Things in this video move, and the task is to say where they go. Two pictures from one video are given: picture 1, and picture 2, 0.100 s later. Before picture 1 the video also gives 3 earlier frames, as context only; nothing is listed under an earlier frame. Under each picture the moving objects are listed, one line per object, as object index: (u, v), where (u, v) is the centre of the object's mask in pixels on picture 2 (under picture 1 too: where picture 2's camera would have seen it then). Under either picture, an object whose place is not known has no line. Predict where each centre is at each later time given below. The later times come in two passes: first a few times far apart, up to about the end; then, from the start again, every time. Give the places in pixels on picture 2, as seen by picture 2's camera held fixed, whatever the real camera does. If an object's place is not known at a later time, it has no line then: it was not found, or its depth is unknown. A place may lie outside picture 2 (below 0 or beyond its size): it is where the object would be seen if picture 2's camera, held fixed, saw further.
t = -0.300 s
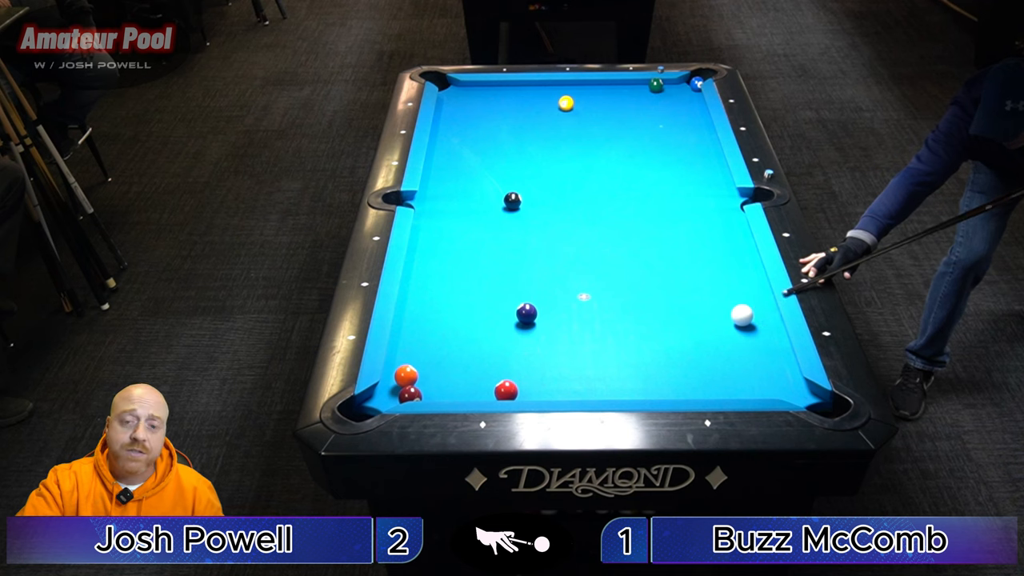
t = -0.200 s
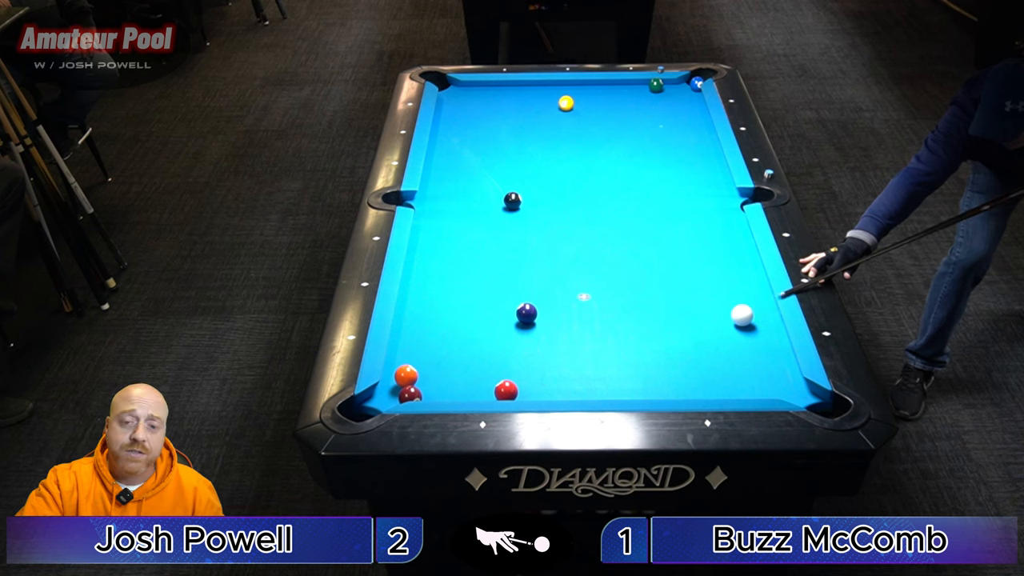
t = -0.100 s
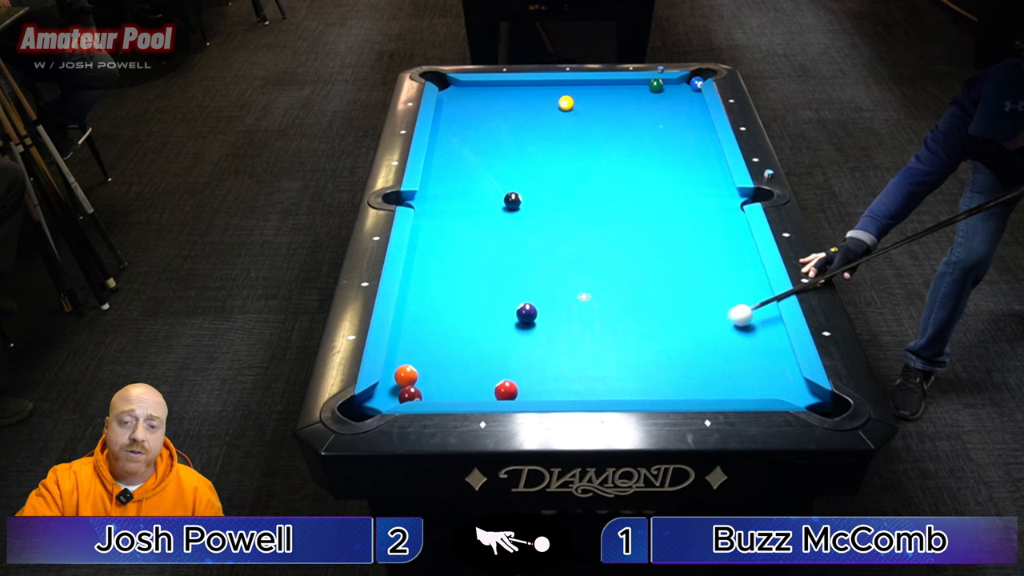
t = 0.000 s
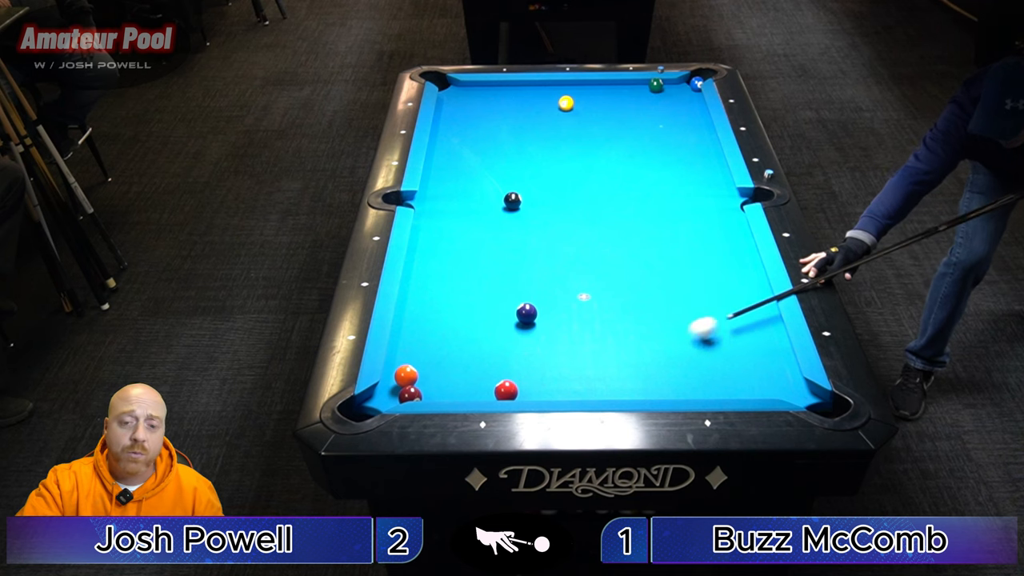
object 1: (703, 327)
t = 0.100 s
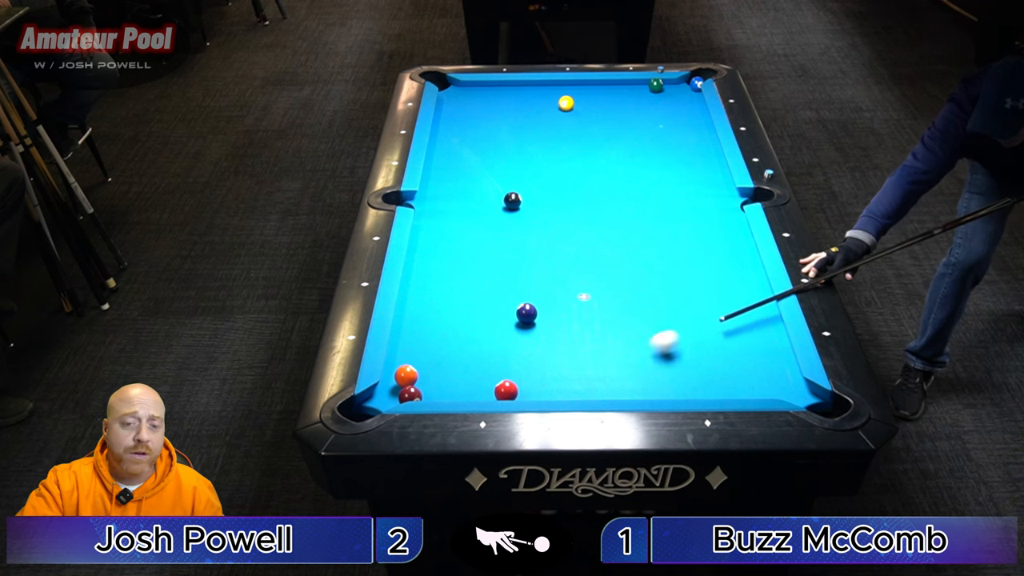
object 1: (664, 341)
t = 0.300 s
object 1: (583, 370)
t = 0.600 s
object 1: (526, 385)
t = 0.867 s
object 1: (516, 366)
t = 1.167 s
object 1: (507, 347)
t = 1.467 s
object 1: (499, 331)
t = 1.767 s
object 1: (492, 317)
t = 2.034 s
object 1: (487, 306)
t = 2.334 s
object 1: (482, 295)
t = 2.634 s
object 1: (478, 286)
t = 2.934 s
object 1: (475, 279)
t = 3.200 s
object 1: (473, 274)
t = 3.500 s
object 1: (470, 269)
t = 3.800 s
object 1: (469, 265)
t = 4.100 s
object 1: (467, 263)
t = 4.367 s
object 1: (467, 263)
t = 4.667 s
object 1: (467, 263)
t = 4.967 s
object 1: (467, 263)
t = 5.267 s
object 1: (467, 263)
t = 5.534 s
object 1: (467, 263)
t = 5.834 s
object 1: (467, 263)
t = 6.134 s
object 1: (467, 263)
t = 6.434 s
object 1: (467, 263)
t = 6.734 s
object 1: (467, 263)
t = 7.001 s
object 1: (467, 263)
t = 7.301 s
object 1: (467, 263)
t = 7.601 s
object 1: (467, 263)
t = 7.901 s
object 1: (467, 263)
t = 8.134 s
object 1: (467, 263)
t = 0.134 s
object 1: (651, 346)
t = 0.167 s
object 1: (638, 351)
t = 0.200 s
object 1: (624, 356)
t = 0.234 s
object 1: (611, 360)
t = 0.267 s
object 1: (597, 365)
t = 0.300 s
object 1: (583, 370)
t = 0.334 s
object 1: (569, 375)
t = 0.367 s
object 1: (554, 380)
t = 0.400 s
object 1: (540, 386)
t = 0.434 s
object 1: (530, 390)
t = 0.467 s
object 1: (529, 392)
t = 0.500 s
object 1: (529, 391)
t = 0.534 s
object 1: (528, 389)
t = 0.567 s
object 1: (527, 387)
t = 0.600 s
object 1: (526, 385)
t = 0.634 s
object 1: (524, 382)
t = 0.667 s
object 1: (523, 380)
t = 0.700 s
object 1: (522, 378)
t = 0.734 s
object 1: (521, 375)
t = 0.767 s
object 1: (520, 373)
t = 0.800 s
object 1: (519, 370)
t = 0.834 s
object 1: (517, 368)
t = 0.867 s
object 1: (516, 366)
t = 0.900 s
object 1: (515, 364)
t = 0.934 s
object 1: (514, 362)
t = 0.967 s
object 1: (513, 360)
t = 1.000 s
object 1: (512, 358)
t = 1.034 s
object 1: (511, 356)
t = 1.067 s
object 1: (510, 353)
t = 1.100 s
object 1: (509, 351)
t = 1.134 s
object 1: (508, 349)
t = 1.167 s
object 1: (507, 347)
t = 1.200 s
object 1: (506, 346)
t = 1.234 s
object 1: (505, 344)
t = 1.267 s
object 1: (504, 342)
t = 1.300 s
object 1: (503, 340)
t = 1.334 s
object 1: (502, 338)
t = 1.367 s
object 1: (501, 336)
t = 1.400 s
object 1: (501, 335)
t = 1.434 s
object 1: (500, 333)
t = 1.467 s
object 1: (499, 331)
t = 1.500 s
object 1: (498, 329)
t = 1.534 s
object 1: (497, 328)
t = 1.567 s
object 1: (497, 326)
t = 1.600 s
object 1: (496, 325)
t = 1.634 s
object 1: (495, 323)
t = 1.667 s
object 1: (494, 321)
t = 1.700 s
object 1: (494, 320)
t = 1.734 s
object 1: (493, 318)
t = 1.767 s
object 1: (492, 317)
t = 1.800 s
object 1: (492, 315)
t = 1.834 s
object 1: (491, 314)
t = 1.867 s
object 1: (490, 313)
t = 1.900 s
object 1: (490, 311)
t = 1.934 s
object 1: (489, 310)
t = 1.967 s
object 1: (489, 309)
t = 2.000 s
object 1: (488, 307)
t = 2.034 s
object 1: (487, 306)
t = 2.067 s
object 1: (487, 305)
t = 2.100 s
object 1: (486, 303)
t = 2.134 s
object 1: (486, 302)
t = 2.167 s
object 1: (485, 301)
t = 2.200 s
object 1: (485, 300)
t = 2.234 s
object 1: (484, 299)
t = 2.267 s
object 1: (484, 297)
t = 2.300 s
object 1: (483, 296)
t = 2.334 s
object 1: (482, 295)
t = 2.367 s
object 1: (482, 294)
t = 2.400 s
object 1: (481, 293)
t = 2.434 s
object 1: (481, 292)
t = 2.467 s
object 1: (480, 291)
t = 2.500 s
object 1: (480, 290)
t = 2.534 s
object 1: (479, 289)
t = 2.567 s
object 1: (479, 288)
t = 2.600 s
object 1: (479, 287)
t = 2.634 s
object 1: (478, 286)
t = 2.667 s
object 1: (478, 285)
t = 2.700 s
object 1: (477, 284)
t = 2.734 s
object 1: (477, 284)
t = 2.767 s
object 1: (477, 283)
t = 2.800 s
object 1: (476, 282)
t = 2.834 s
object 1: (476, 281)
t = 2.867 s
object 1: (476, 280)
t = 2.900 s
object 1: (475, 280)
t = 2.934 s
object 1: (475, 279)
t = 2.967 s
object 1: (475, 278)
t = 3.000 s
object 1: (474, 278)
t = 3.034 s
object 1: (474, 277)
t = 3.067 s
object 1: (474, 276)
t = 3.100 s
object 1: (473, 276)
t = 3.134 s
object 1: (473, 275)
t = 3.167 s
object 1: (473, 274)
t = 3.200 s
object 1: (473, 274)
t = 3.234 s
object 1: (472, 273)
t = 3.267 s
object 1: (472, 272)
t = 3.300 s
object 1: (472, 272)
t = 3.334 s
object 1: (472, 271)
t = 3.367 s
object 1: (471, 271)
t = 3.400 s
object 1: (471, 270)
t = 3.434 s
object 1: (471, 270)
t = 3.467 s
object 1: (471, 269)
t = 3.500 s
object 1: (470, 269)
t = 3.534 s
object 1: (470, 268)
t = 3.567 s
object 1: (470, 268)
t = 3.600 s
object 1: (470, 268)
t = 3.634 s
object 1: (470, 267)
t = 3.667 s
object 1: (469, 267)
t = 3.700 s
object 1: (469, 266)
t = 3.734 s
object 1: (469, 266)
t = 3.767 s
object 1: (469, 266)
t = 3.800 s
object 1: (469, 265)
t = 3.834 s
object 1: (468, 265)
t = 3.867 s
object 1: (468, 265)
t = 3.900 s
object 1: (468, 265)
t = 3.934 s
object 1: (468, 264)
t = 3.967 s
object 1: (468, 264)
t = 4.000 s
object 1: (468, 264)
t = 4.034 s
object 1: (468, 264)
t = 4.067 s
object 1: (467, 263)
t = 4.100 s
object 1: (467, 263)
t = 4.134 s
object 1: (467, 263)
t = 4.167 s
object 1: (467, 263)
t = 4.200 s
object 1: (467, 263)
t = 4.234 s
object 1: (467, 263)
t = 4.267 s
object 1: (467, 263)
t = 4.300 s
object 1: (467, 263)
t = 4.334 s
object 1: (467, 263)
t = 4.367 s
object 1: (467, 263)
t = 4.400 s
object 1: (467, 263)
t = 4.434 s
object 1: (467, 263)
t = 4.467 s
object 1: (467, 263)
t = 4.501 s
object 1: (467, 263)
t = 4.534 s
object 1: (467, 263)
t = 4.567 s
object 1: (467, 263)
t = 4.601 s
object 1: (467, 263)
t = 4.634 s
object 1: (467, 263)
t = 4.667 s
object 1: (467, 263)
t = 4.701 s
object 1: (467, 263)
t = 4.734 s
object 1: (467, 263)
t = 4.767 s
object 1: (467, 263)
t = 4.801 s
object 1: (467, 263)
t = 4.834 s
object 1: (467, 263)
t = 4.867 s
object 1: (467, 263)
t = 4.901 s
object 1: (467, 263)
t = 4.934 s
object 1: (467, 263)
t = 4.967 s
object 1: (467, 263)
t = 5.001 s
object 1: (467, 263)
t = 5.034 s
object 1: (467, 263)
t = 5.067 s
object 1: (467, 263)
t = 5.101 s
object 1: (467, 263)
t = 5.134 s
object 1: (467, 263)
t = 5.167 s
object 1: (467, 263)
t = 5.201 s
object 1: (467, 263)
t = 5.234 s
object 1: (467, 263)
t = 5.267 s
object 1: (467, 263)
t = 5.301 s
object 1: (467, 263)
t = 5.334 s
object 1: (467, 263)
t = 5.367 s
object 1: (467, 263)
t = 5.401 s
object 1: (467, 263)
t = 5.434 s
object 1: (467, 263)
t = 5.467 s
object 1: (467, 263)
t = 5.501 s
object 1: (467, 263)
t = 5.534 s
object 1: (467, 263)
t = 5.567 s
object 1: (467, 263)
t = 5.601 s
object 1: (467, 263)
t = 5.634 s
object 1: (467, 263)
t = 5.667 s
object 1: (467, 263)
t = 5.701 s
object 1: (467, 263)
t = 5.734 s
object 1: (467, 263)
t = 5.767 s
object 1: (467, 263)
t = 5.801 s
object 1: (467, 263)
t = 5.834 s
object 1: (467, 263)
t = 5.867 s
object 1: (467, 263)
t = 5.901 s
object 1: (467, 263)
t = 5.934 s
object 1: (467, 263)
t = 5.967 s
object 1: (467, 263)
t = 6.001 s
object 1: (467, 263)
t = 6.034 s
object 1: (467, 263)
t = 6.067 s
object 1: (467, 263)
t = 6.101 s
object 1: (467, 263)
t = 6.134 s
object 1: (467, 263)
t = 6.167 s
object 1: (467, 263)
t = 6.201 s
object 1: (467, 263)
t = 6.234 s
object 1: (467, 263)
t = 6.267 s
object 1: (467, 263)
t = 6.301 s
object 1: (467, 263)
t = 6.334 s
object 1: (467, 263)
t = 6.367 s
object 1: (467, 263)
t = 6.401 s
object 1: (467, 263)
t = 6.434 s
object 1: (467, 263)
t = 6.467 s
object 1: (467, 263)
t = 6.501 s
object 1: (467, 263)
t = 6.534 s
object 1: (467, 263)
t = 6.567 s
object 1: (467, 263)
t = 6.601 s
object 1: (467, 263)
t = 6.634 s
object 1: (467, 263)
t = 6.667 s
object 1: (467, 263)
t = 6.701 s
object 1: (467, 263)
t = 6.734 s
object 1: (467, 263)
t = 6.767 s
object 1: (467, 263)
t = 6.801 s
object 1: (467, 263)
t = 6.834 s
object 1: (467, 263)
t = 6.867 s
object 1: (467, 263)
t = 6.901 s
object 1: (467, 263)
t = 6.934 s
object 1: (467, 263)
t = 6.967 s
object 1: (467, 263)
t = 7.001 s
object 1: (467, 263)
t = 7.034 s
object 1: (467, 263)
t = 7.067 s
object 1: (467, 263)
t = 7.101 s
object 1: (467, 263)
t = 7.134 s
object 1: (467, 263)
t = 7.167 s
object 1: (467, 263)
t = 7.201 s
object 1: (467, 263)
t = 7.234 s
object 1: (467, 263)
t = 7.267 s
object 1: (467, 263)
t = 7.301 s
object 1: (467, 263)
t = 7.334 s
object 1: (467, 263)
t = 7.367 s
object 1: (467, 263)
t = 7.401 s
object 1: (467, 263)
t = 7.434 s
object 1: (467, 263)
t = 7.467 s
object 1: (467, 263)
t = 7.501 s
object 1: (467, 263)
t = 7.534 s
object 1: (467, 263)
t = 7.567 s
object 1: (467, 263)
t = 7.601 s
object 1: (467, 263)
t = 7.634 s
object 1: (467, 263)
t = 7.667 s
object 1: (467, 263)
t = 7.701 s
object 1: (467, 263)
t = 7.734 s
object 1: (467, 263)
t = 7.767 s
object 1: (467, 263)
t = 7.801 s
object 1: (467, 263)
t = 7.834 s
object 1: (467, 263)
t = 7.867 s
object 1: (467, 263)
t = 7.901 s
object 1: (467, 263)
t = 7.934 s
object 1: (467, 263)
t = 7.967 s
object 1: (467, 263)
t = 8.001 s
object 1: (467, 263)
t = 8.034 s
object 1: (467, 263)
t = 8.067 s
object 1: (467, 263)
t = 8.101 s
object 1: (467, 263)
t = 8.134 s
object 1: (467, 263)
